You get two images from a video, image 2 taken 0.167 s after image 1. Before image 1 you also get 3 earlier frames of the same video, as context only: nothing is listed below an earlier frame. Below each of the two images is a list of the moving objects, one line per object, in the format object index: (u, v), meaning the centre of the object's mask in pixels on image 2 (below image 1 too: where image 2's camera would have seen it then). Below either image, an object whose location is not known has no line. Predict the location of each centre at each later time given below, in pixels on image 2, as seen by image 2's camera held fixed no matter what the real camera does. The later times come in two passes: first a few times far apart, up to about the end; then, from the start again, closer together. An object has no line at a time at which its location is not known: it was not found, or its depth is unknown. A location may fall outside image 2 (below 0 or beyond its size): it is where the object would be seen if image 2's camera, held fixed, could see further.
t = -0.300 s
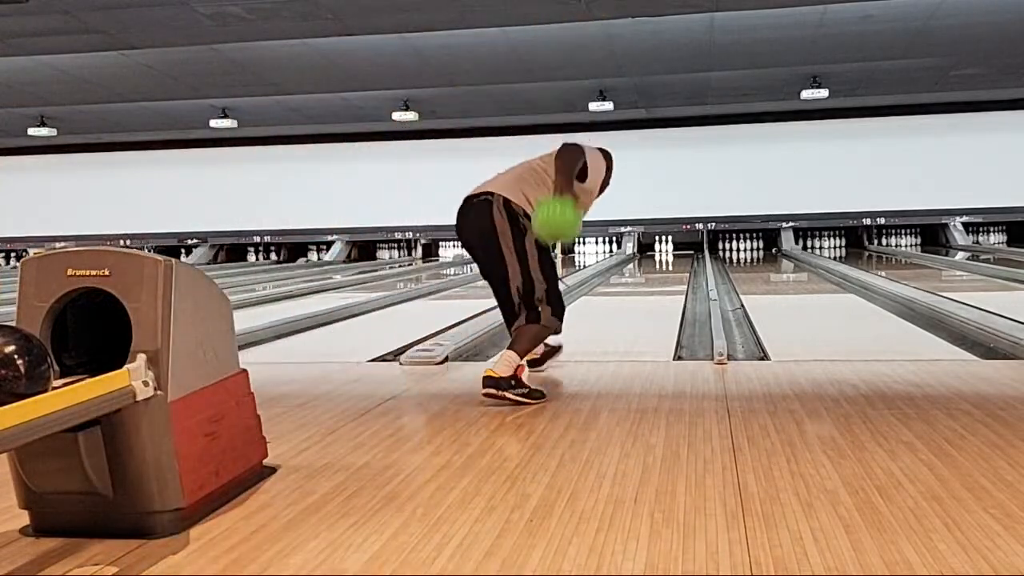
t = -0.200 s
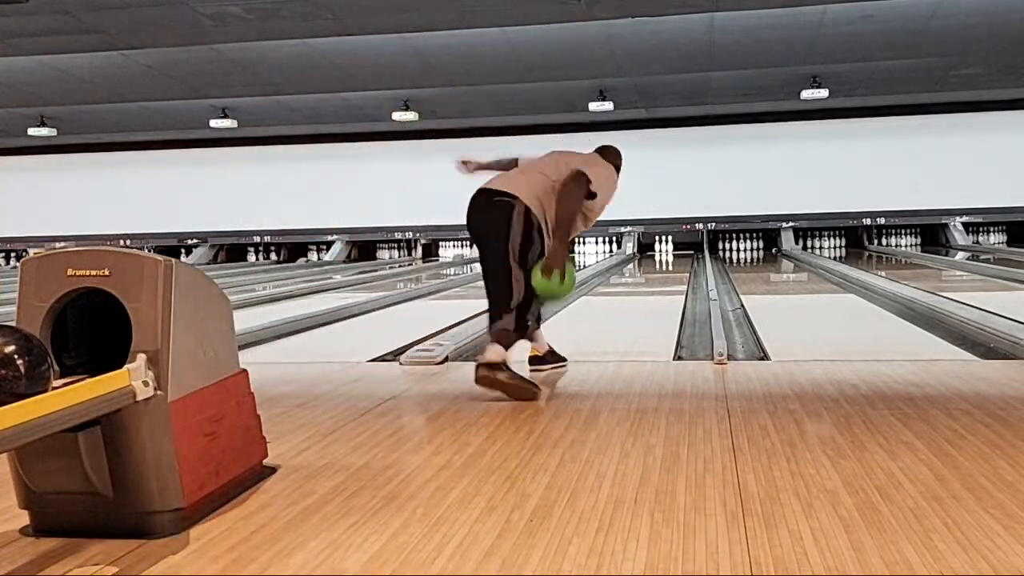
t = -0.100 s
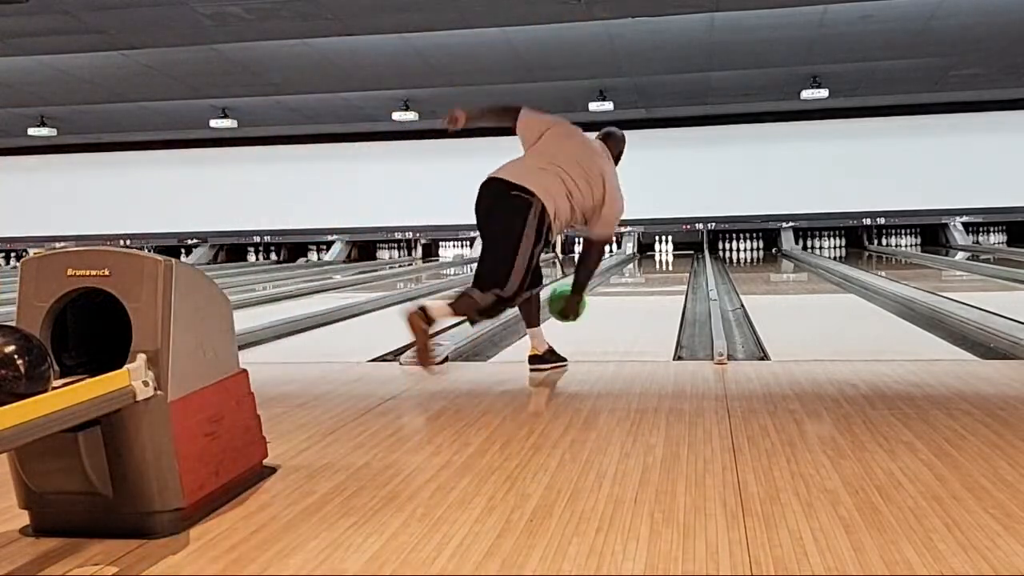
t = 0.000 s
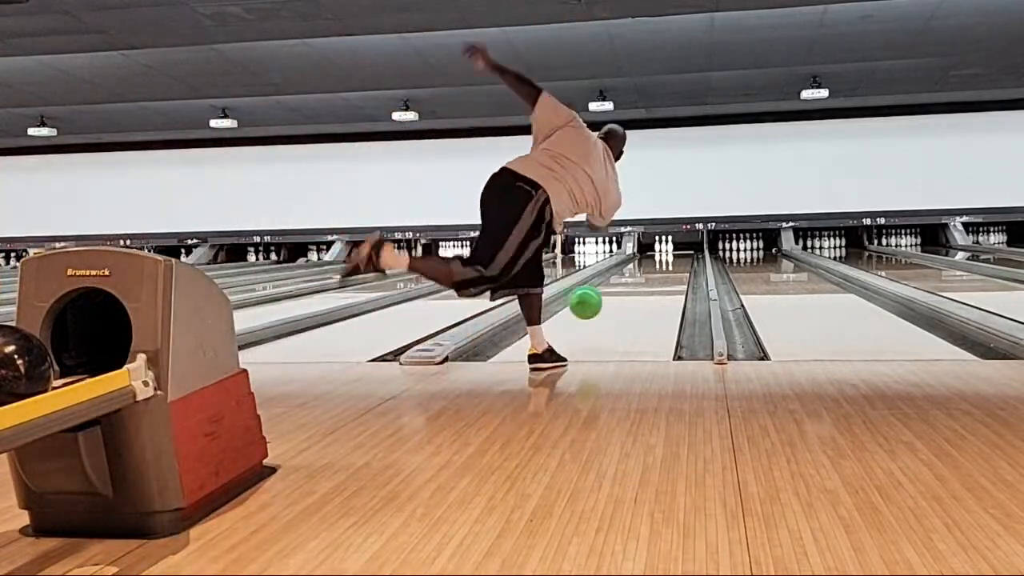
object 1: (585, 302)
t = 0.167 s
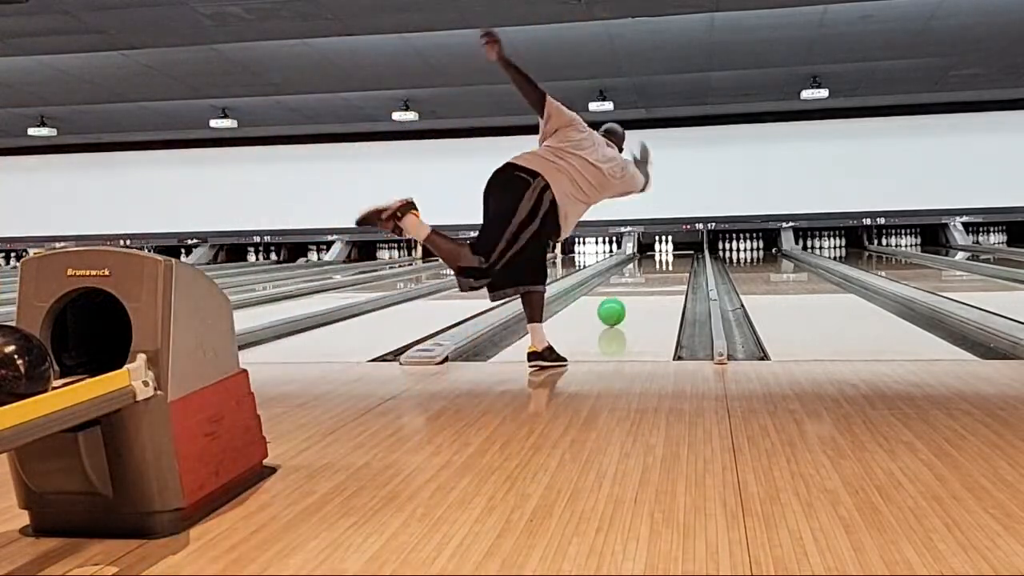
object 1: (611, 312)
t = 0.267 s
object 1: (622, 303)
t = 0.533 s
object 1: (644, 286)
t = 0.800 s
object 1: (657, 276)
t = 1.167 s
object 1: (669, 264)
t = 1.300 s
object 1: (672, 262)
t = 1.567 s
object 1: (676, 257)
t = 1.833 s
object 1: (676, 253)
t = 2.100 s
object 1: (671, 250)
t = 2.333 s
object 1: (664, 250)
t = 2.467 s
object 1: (655, 247)
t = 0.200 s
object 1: (615, 308)
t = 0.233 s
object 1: (619, 306)
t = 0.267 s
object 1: (622, 303)
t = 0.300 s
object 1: (626, 300)
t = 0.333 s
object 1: (629, 298)
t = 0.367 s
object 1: (632, 296)
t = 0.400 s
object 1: (635, 294)
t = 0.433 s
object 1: (637, 292)
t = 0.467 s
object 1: (639, 289)
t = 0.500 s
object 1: (642, 288)
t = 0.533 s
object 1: (644, 286)
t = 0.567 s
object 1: (646, 285)
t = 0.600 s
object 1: (648, 284)
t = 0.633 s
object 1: (650, 282)
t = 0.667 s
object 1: (651, 280)
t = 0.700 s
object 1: (653, 279)
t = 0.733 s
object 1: (655, 278)
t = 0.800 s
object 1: (657, 276)
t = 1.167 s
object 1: (669, 264)
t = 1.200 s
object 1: (670, 264)
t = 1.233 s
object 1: (671, 263)
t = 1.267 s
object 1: (671, 263)
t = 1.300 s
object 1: (672, 262)
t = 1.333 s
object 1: (673, 261)
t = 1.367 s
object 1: (673, 260)
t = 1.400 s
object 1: (674, 260)
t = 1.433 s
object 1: (674, 259)
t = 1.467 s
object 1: (674, 259)
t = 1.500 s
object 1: (675, 258)
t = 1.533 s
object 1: (675, 258)
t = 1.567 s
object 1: (676, 257)
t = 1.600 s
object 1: (676, 257)
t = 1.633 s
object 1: (676, 256)
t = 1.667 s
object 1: (676, 255)
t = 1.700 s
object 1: (676, 255)
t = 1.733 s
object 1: (676, 254)
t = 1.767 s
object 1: (676, 254)
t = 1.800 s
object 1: (676, 254)
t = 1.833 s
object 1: (676, 253)
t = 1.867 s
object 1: (676, 253)
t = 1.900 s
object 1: (675, 252)
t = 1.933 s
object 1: (674, 252)
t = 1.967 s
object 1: (674, 251)
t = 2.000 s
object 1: (673, 251)
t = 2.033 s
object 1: (673, 251)
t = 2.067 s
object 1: (672, 251)
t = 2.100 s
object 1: (671, 250)
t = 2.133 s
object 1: (670, 250)
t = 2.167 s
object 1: (669, 250)
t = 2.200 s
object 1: (669, 250)
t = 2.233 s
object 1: (669, 249)
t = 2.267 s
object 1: (668, 249)
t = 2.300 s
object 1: (665, 250)
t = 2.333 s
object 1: (664, 250)
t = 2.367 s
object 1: (662, 248)
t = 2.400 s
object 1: (658, 248)
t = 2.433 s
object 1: (656, 247)
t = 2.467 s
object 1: (655, 247)
